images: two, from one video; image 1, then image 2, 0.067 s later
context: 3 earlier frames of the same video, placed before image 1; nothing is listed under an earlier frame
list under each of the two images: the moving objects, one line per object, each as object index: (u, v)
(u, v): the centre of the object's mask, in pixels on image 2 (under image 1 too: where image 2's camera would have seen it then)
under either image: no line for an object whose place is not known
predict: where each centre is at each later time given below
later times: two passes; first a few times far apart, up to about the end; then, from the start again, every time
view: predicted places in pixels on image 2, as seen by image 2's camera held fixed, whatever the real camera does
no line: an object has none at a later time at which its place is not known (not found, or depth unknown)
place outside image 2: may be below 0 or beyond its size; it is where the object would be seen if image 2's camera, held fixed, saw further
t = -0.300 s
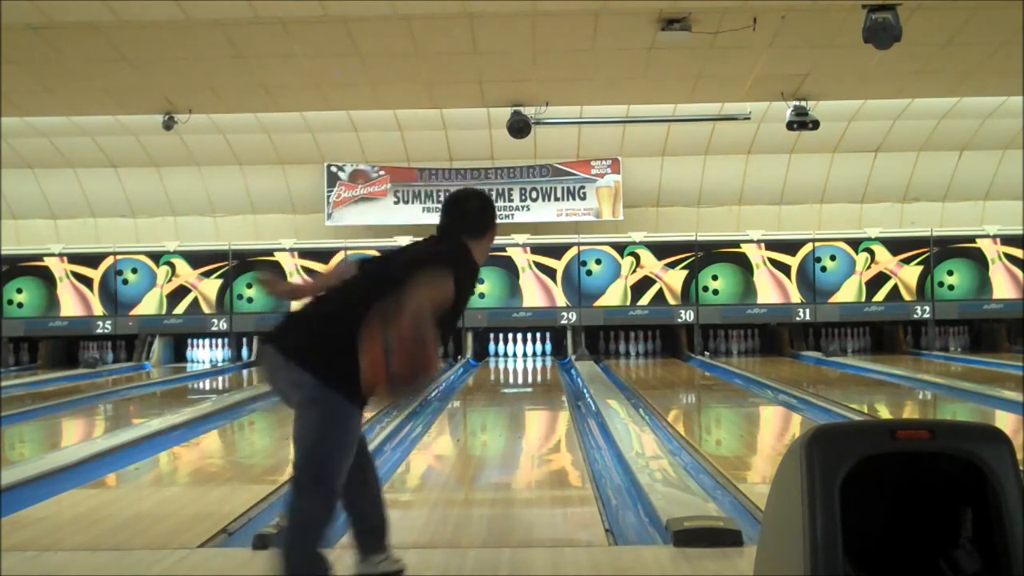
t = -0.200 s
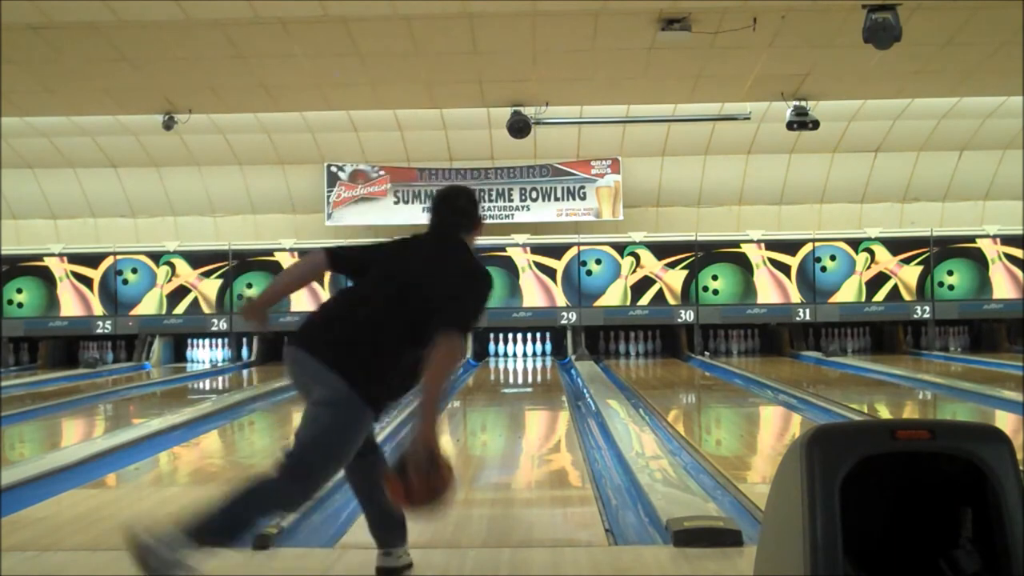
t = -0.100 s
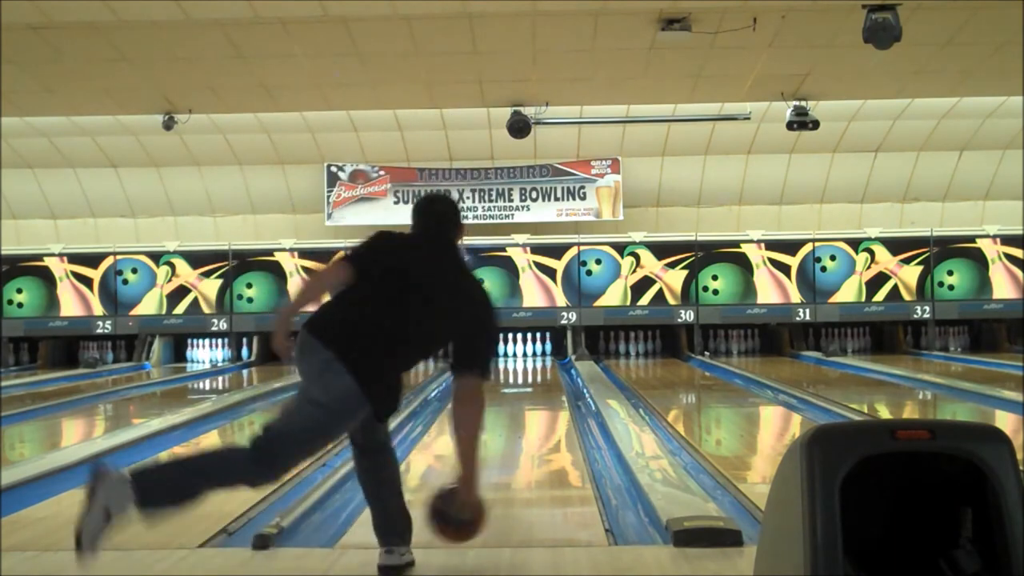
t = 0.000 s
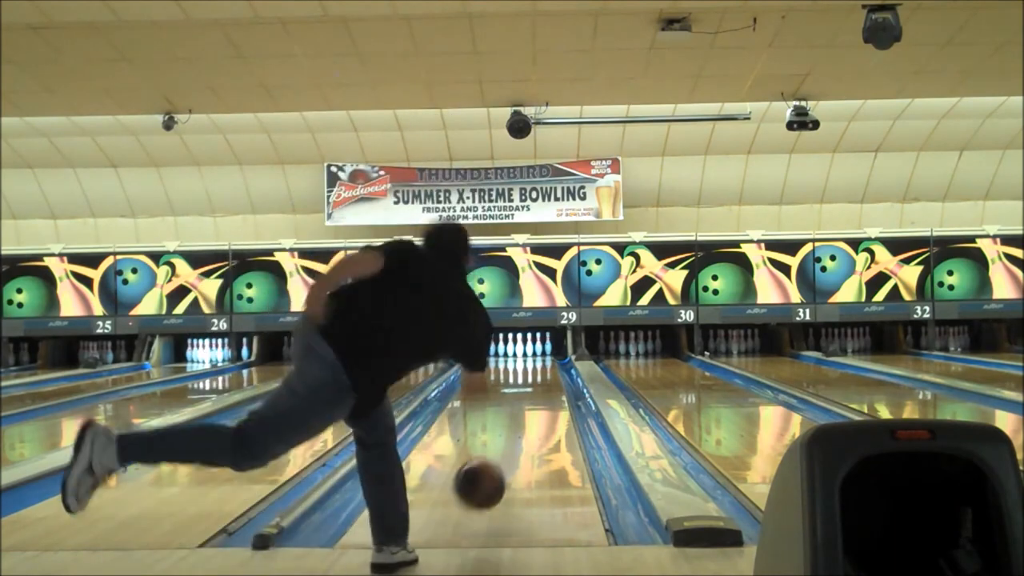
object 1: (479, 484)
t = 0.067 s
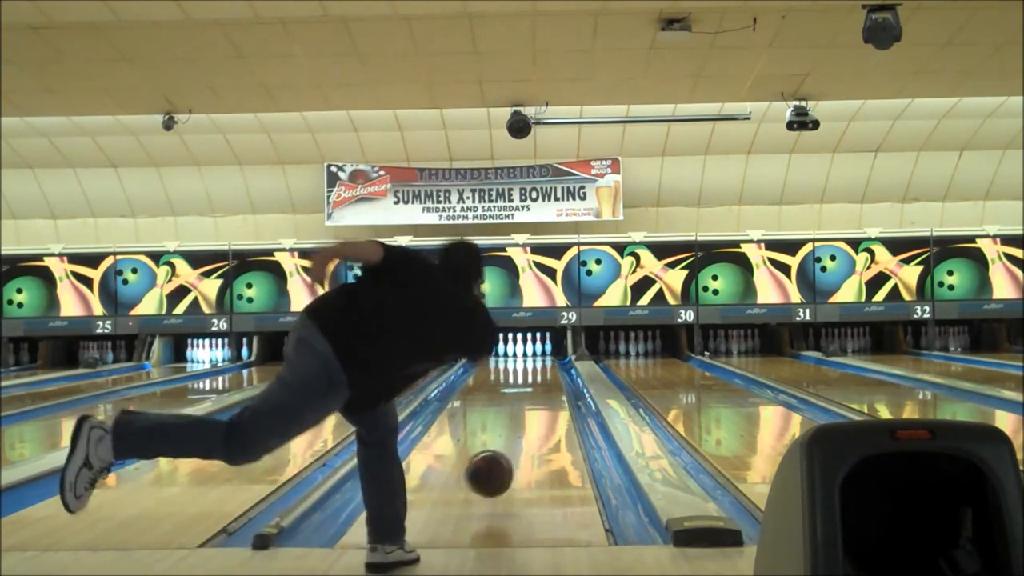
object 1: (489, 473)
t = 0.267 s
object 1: (510, 451)
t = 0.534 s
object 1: (527, 419)
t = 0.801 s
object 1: (536, 397)
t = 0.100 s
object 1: (493, 472)
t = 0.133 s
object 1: (497, 472)
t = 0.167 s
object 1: (502, 466)
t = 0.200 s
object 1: (505, 461)
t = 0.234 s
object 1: (508, 456)
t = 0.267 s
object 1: (510, 451)
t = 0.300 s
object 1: (513, 445)
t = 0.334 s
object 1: (515, 441)
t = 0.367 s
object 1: (518, 437)
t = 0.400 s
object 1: (520, 433)
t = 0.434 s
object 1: (522, 429)
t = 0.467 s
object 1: (524, 427)
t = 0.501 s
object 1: (526, 422)
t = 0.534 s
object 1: (527, 419)
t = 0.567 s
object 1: (528, 415)
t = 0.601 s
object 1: (529, 412)
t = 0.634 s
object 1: (531, 409)
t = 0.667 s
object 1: (532, 408)
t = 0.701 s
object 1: (534, 404)
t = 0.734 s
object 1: (534, 401)
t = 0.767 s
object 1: (535, 399)
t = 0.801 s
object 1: (536, 397)
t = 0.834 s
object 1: (537, 394)
